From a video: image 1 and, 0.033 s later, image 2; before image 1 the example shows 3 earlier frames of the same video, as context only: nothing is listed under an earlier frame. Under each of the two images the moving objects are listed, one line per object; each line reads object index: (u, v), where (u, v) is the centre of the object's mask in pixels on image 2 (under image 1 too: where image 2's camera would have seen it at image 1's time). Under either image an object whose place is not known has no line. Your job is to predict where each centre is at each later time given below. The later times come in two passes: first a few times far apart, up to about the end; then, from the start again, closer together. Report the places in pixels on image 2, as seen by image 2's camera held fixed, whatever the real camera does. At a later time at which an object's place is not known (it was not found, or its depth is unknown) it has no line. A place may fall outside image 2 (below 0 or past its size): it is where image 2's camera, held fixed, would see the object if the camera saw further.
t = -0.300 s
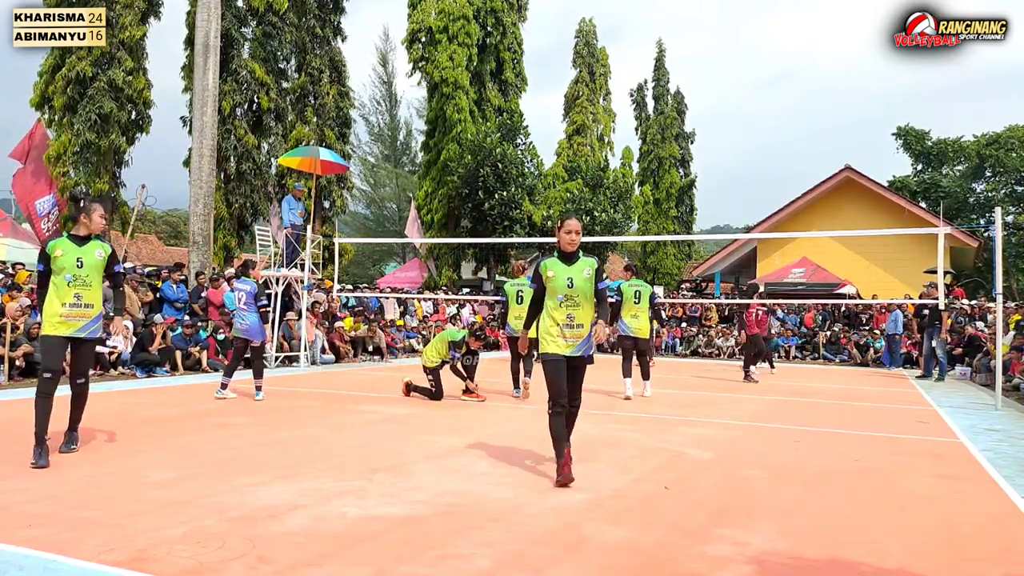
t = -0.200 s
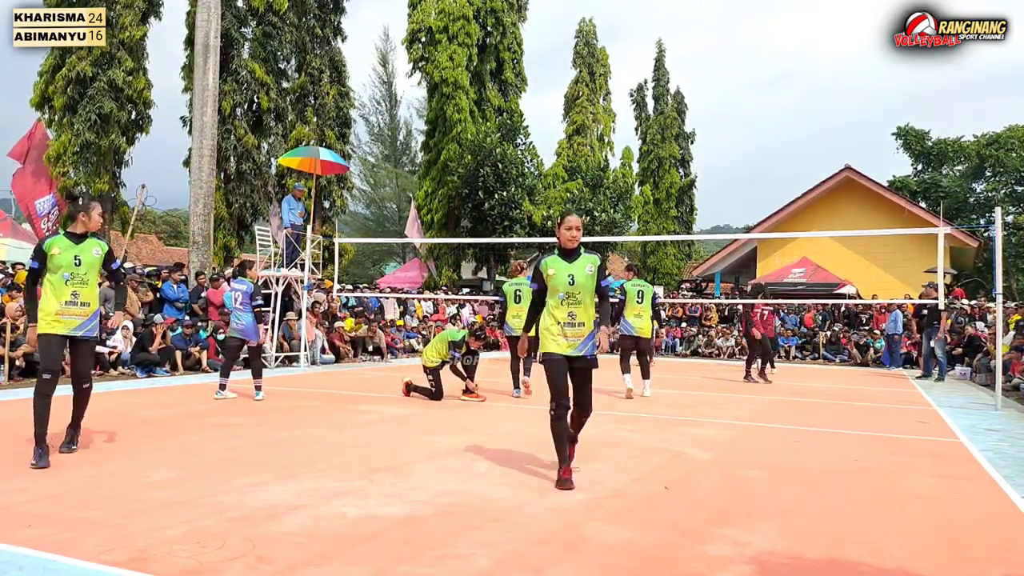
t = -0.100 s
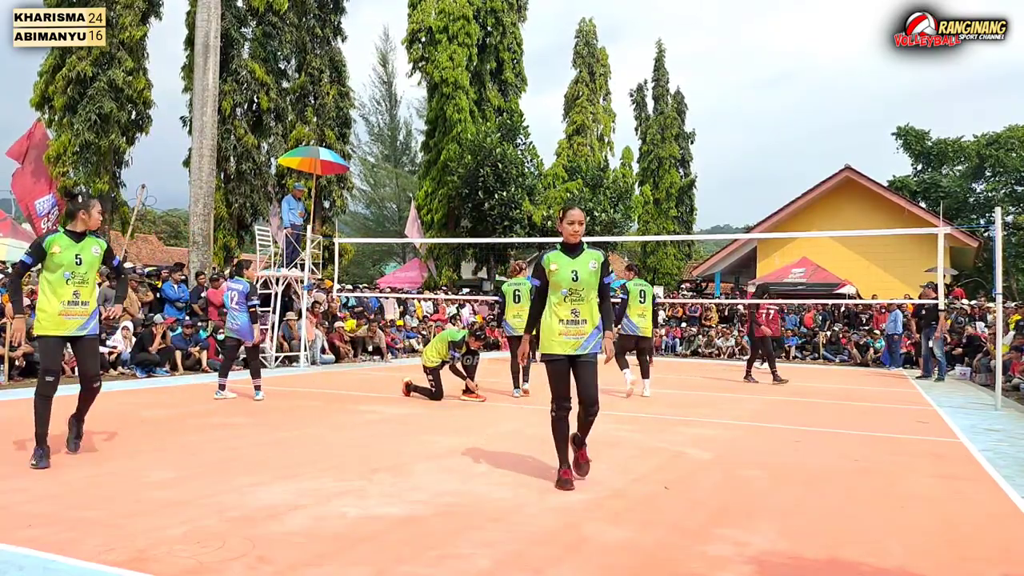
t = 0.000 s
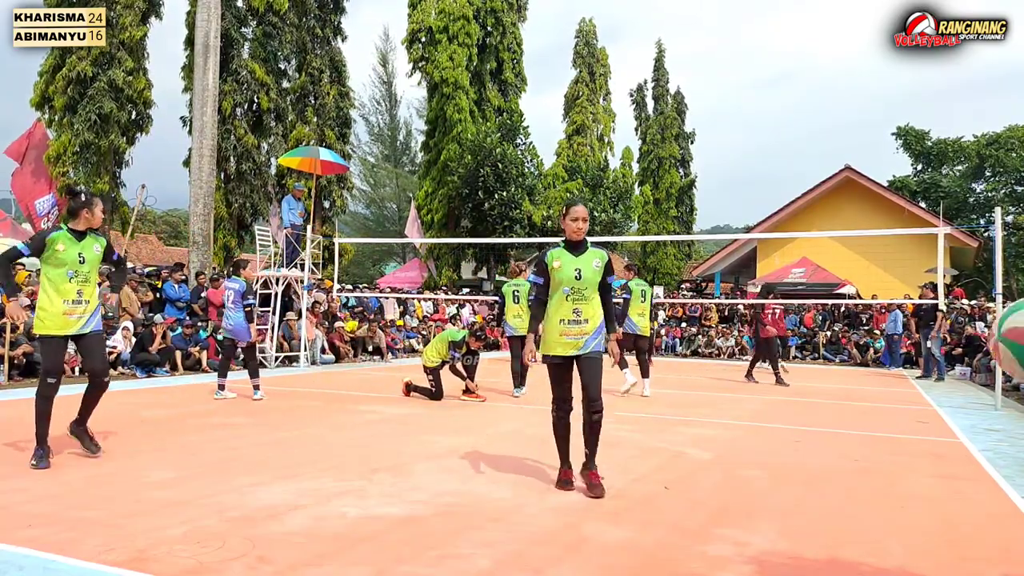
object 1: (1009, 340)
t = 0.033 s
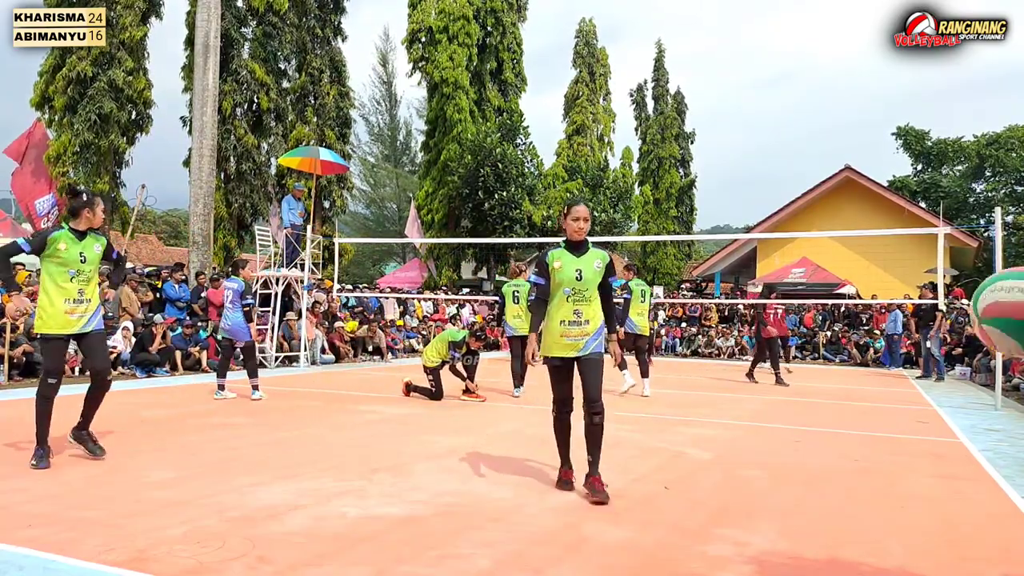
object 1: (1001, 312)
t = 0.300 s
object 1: (876, 256)
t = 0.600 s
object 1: (740, 496)
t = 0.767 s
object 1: (681, 548)
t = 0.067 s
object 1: (991, 288)
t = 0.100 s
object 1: (981, 270)
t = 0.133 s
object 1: (964, 257)
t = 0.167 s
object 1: (945, 248)
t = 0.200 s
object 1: (927, 244)
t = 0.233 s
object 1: (910, 244)
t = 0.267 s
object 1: (892, 248)
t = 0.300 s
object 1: (876, 256)
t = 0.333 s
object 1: (859, 269)
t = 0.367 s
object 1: (845, 286)
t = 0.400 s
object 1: (828, 305)
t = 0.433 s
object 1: (812, 327)
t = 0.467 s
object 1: (797, 354)
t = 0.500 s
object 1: (782, 384)
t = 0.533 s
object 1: (768, 419)
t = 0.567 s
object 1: (754, 456)
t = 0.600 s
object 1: (740, 496)
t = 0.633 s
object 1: (728, 539)
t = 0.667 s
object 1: (713, 564)
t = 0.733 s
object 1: (691, 567)
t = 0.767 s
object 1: (681, 548)
